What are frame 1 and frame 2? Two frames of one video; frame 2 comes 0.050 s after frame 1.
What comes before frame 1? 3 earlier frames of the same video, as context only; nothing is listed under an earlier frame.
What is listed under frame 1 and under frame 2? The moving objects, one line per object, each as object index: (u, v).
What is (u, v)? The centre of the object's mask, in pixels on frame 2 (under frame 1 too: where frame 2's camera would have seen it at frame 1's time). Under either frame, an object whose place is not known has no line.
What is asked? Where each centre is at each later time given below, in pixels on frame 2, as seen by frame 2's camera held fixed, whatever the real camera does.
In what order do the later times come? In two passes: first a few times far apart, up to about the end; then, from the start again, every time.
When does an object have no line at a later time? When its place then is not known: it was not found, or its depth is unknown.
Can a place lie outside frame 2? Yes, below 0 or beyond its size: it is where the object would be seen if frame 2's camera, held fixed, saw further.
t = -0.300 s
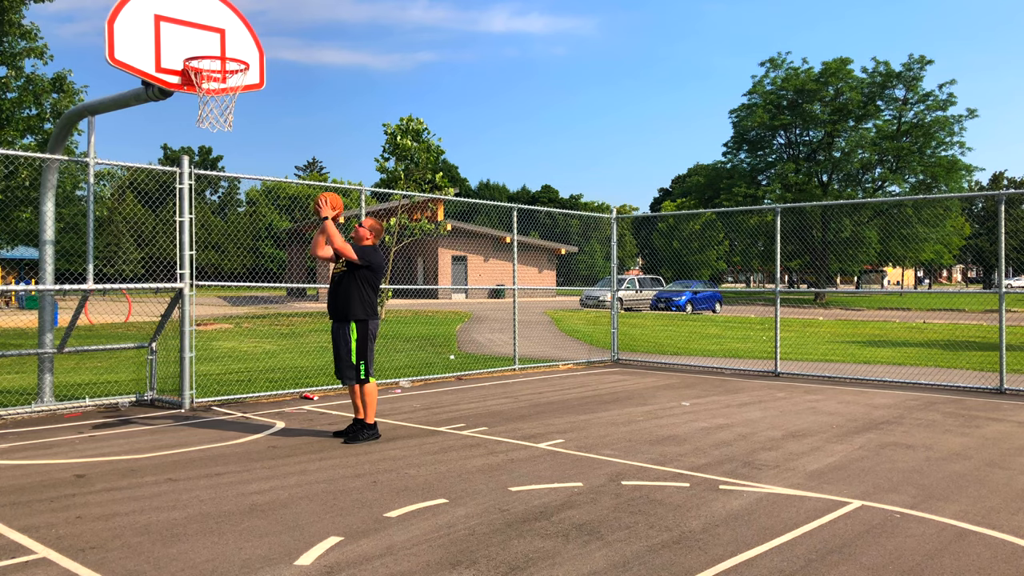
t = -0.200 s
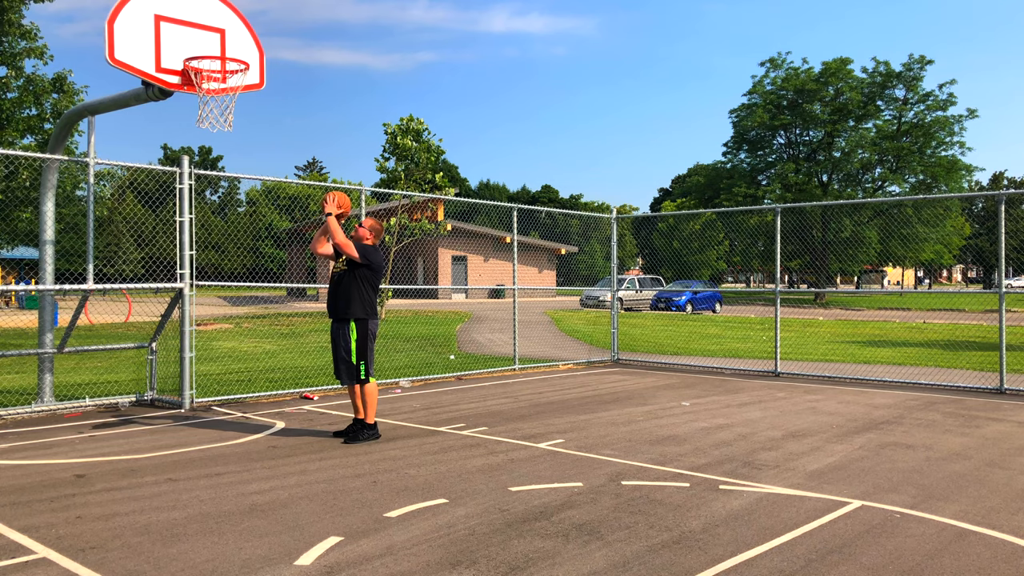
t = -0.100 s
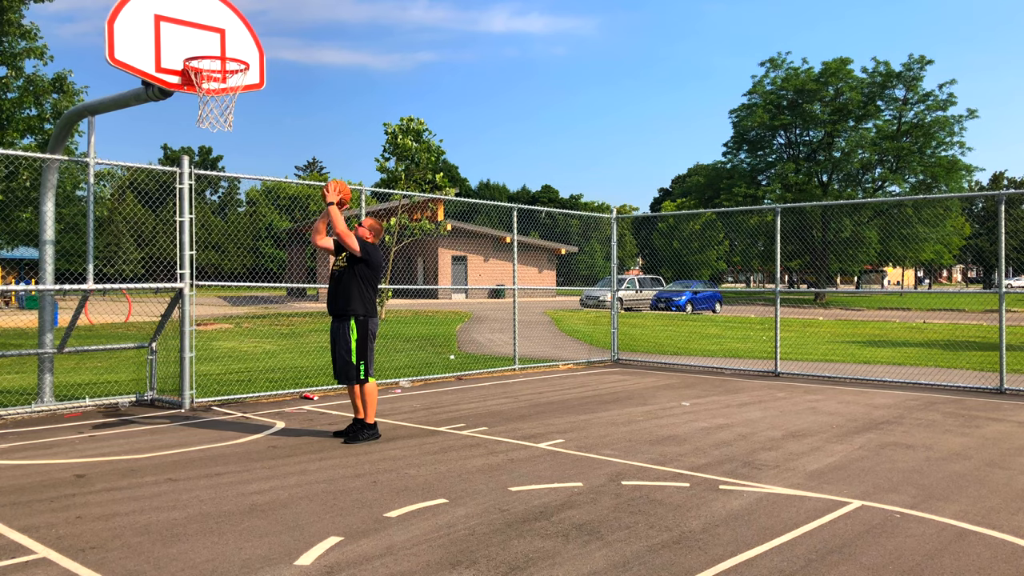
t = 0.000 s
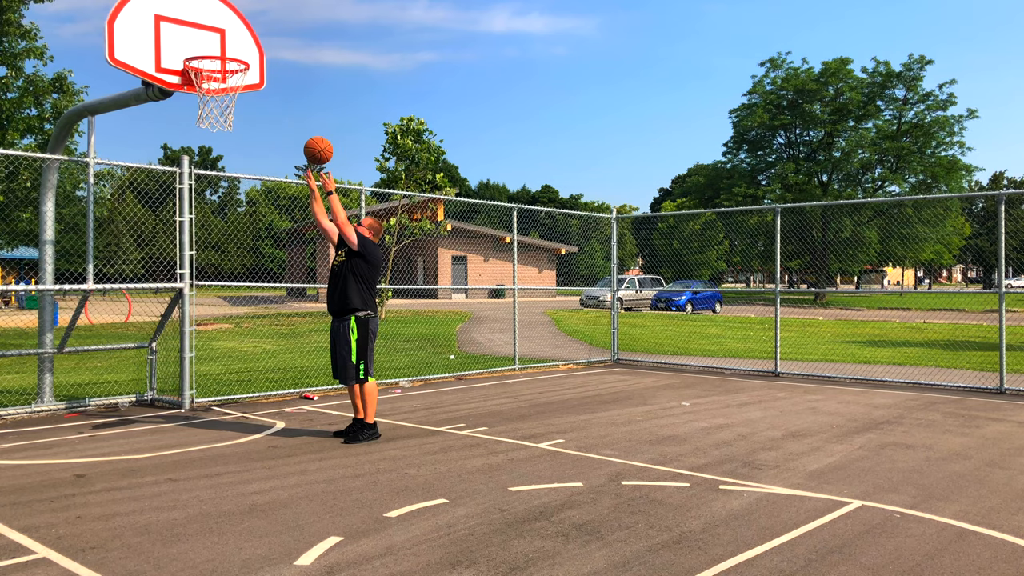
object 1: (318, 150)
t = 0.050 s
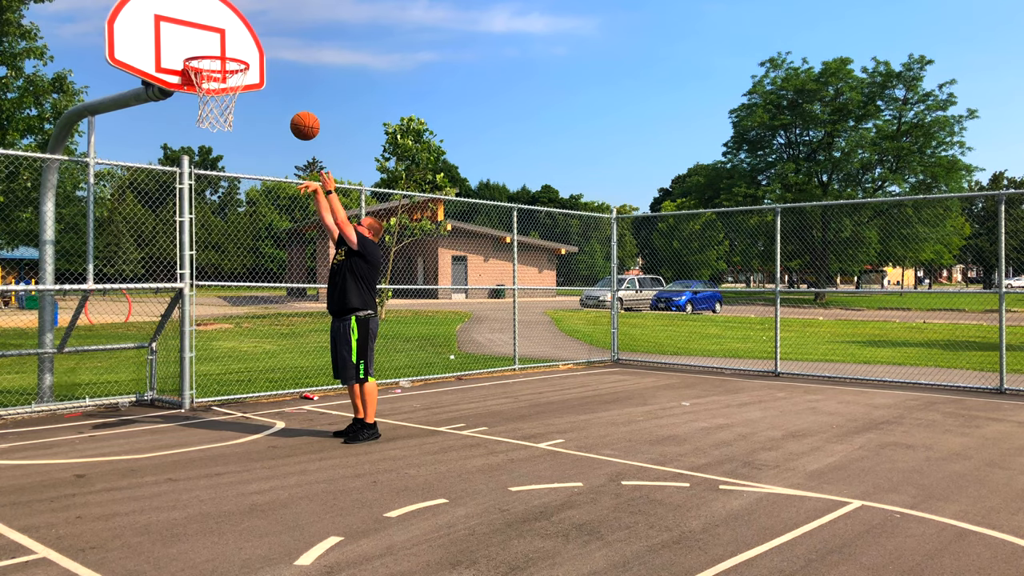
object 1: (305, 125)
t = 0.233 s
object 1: (256, 58)
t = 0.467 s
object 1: (235, 44)
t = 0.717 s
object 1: (221, 96)
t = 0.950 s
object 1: (212, 171)
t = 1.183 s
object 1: (202, 317)
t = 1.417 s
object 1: (193, 389)
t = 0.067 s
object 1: (300, 118)
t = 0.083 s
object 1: (296, 111)
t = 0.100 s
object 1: (291, 104)
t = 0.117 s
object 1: (287, 97)
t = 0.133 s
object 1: (283, 91)
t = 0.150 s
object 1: (278, 85)
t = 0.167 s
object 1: (274, 79)
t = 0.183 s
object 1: (269, 73)
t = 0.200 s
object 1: (265, 68)
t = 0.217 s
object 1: (261, 63)
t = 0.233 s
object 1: (256, 58)
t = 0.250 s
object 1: (252, 53)
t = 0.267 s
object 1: (247, 50)
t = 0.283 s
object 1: (242, 47)
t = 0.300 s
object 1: (240, 45)
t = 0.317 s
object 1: (239, 44)
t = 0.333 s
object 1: (239, 43)
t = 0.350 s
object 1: (239, 41)
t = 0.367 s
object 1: (238, 41)
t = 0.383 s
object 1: (238, 40)
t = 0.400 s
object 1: (238, 40)
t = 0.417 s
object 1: (237, 41)
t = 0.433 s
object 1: (237, 42)
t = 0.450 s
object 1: (236, 43)
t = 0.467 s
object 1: (235, 44)
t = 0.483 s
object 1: (235, 45)
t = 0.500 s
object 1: (235, 46)
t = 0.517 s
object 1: (234, 48)
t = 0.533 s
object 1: (234, 49)
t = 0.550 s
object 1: (234, 51)
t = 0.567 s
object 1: (231, 56)
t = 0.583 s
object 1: (231, 63)
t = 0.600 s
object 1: (230, 66)
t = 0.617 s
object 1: (229, 70)
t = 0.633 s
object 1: (228, 73)
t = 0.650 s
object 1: (226, 78)
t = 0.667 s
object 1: (224, 82)
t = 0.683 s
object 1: (223, 88)
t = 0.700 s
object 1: (222, 92)
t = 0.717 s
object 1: (221, 96)
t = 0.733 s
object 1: (219, 102)
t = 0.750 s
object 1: (219, 105)
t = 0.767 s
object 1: (219, 108)
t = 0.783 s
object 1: (218, 111)
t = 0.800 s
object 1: (218, 116)
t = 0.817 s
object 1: (217, 121)
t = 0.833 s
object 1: (216, 126)
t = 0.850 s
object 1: (216, 131)
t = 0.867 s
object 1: (215, 136)
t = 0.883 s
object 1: (214, 142)
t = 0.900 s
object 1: (214, 149)
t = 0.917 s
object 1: (213, 156)
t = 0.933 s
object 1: (213, 163)
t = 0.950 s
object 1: (212, 171)
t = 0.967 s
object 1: (211, 179)
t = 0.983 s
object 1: (211, 187)
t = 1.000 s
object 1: (210, 195)
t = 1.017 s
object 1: (209, 204)
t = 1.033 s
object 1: (208, 214)
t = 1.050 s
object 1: (208, 224)
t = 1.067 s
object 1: (207, 234)
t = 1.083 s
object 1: (206, 245)
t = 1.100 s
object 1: (206, 256)
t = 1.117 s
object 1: (205, 267)
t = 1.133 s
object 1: (204, 279)
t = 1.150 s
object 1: (203, 291)
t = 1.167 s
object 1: (203, 304)
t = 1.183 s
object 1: (202, 317)
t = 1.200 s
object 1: (201, 330)
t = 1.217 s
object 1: (200, 344)
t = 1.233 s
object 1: (200, 358)
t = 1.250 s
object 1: (199, 372)
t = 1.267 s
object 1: (198, 387)
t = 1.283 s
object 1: (197, 403)
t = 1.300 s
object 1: (196, 419)
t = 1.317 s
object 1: (195, 435)
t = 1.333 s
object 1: (194, 449)
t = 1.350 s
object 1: (194, 437)
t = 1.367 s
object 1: (194, 425)
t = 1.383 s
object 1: (194, 413)
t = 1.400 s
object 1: (194, 401)
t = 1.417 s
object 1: (193, 389)
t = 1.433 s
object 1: (193, 378)
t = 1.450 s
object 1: (193, 368)
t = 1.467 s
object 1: (193, 358)
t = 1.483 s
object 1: (193, 348)
